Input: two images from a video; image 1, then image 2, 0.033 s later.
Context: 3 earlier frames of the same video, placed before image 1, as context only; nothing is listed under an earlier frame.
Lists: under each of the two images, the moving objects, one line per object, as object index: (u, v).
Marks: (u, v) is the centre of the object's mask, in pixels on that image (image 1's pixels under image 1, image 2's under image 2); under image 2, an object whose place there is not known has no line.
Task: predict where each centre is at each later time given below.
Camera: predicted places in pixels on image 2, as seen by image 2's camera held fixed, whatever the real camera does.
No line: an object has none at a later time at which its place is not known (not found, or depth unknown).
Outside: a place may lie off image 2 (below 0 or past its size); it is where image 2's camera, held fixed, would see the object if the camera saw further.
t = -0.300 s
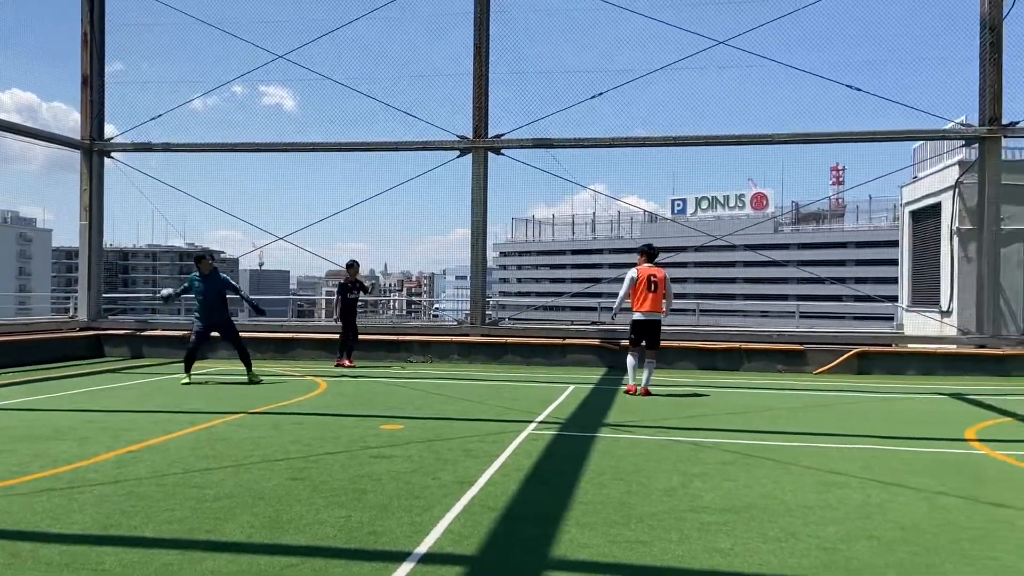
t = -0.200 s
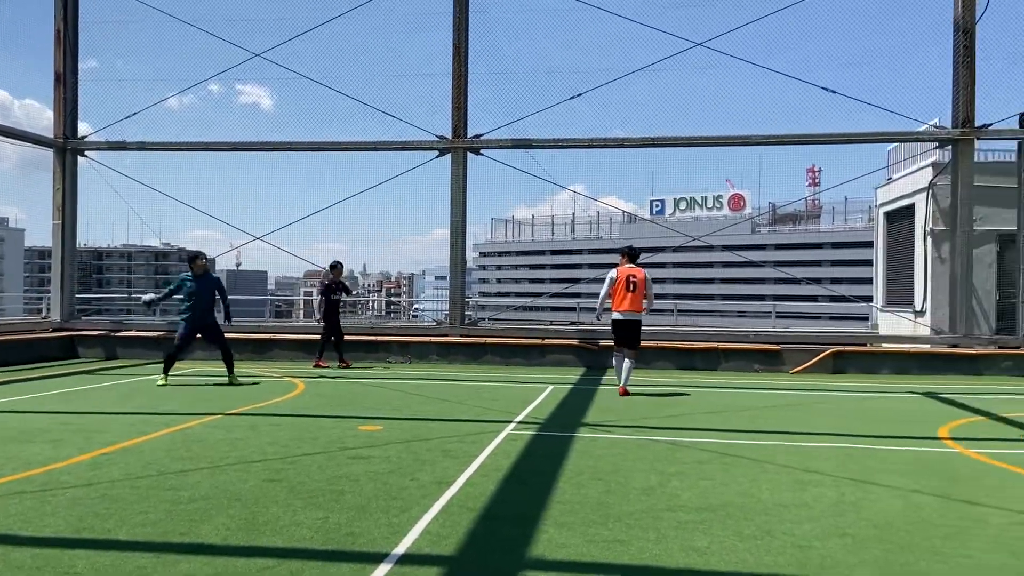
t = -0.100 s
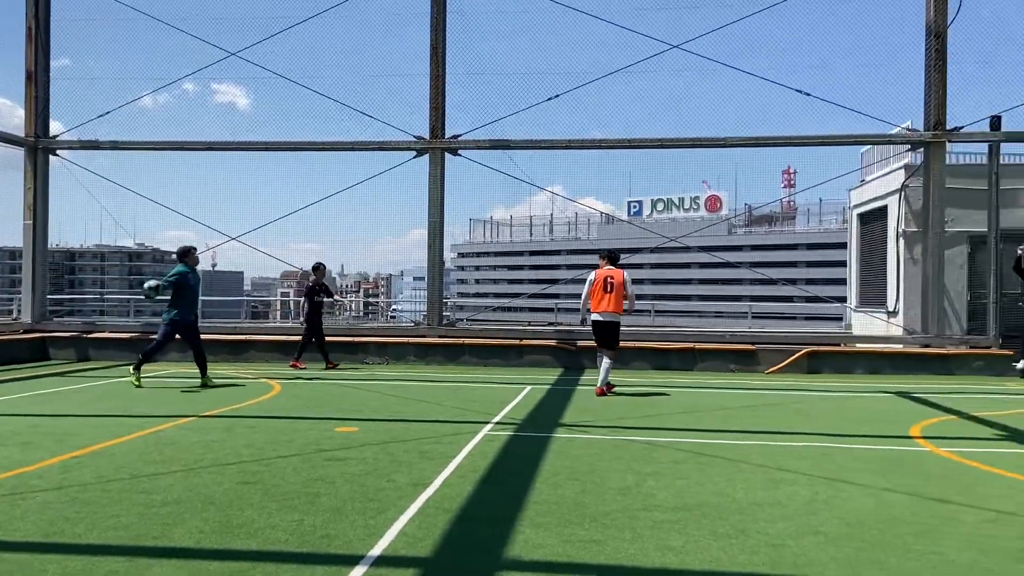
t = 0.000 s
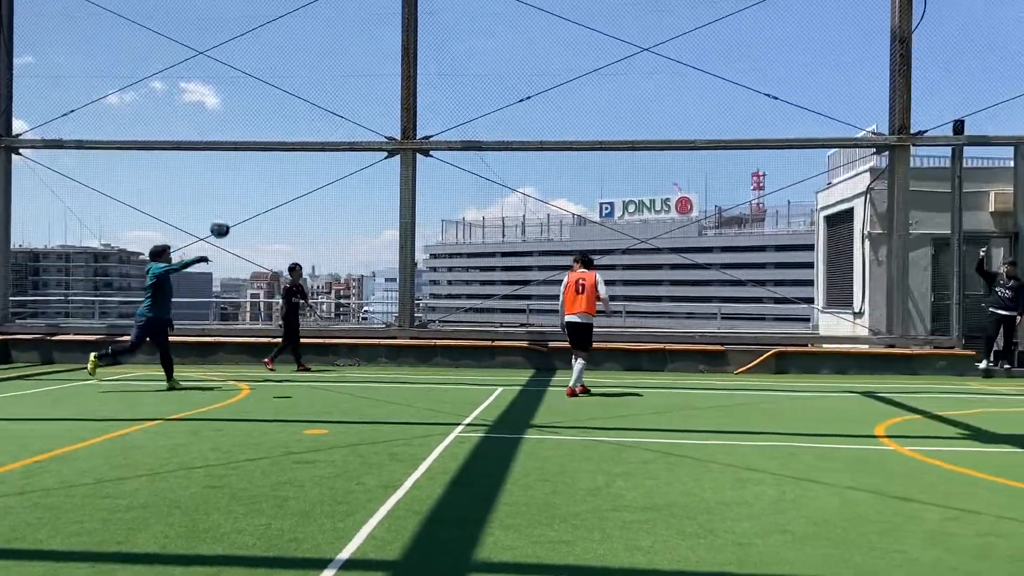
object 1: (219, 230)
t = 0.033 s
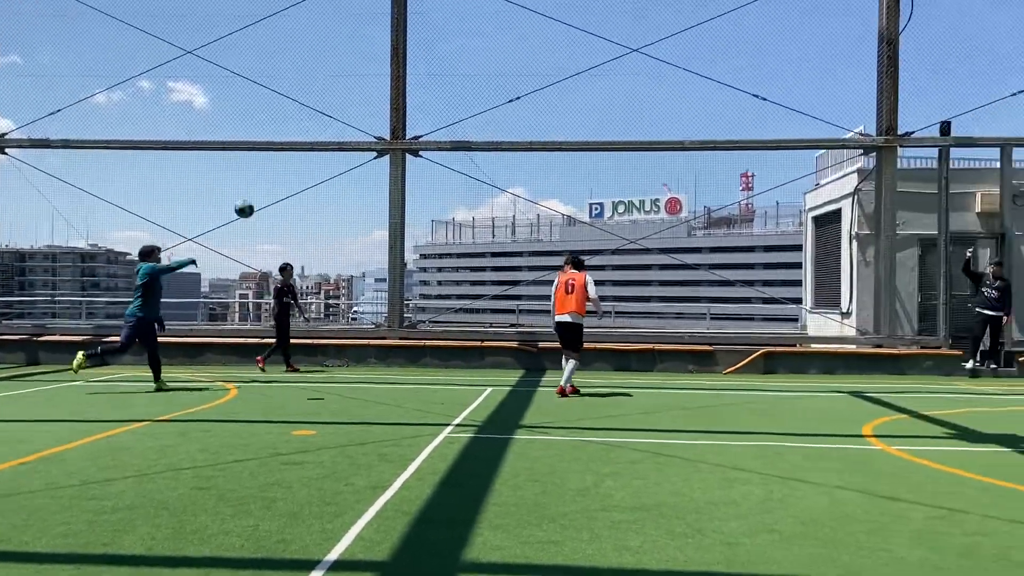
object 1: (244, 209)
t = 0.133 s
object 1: (355, 151)
